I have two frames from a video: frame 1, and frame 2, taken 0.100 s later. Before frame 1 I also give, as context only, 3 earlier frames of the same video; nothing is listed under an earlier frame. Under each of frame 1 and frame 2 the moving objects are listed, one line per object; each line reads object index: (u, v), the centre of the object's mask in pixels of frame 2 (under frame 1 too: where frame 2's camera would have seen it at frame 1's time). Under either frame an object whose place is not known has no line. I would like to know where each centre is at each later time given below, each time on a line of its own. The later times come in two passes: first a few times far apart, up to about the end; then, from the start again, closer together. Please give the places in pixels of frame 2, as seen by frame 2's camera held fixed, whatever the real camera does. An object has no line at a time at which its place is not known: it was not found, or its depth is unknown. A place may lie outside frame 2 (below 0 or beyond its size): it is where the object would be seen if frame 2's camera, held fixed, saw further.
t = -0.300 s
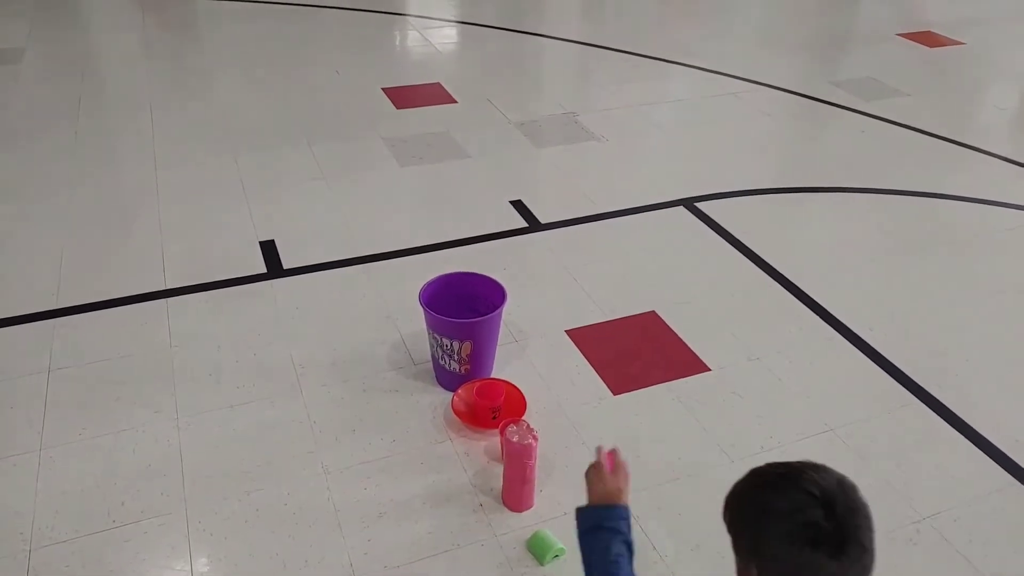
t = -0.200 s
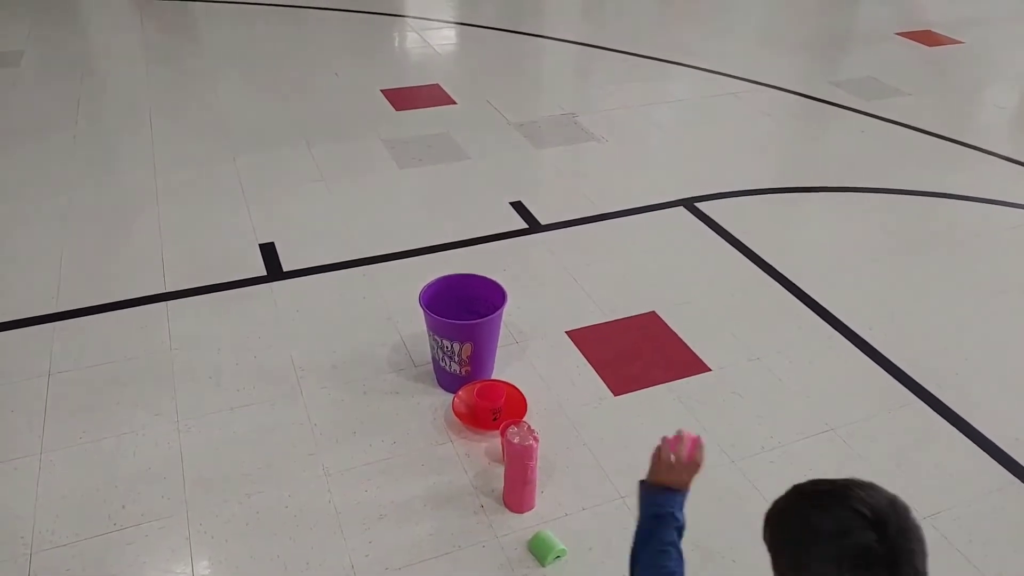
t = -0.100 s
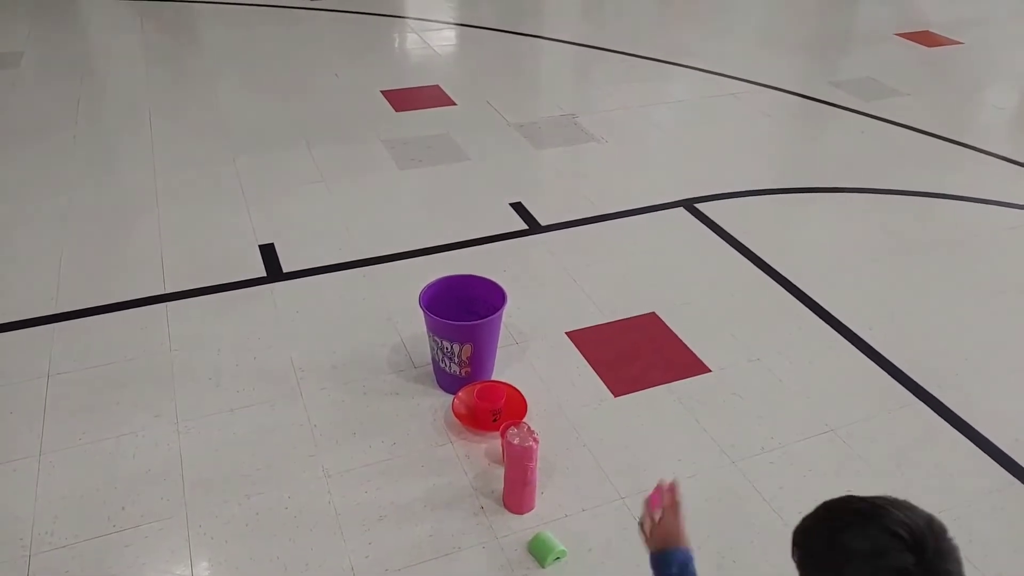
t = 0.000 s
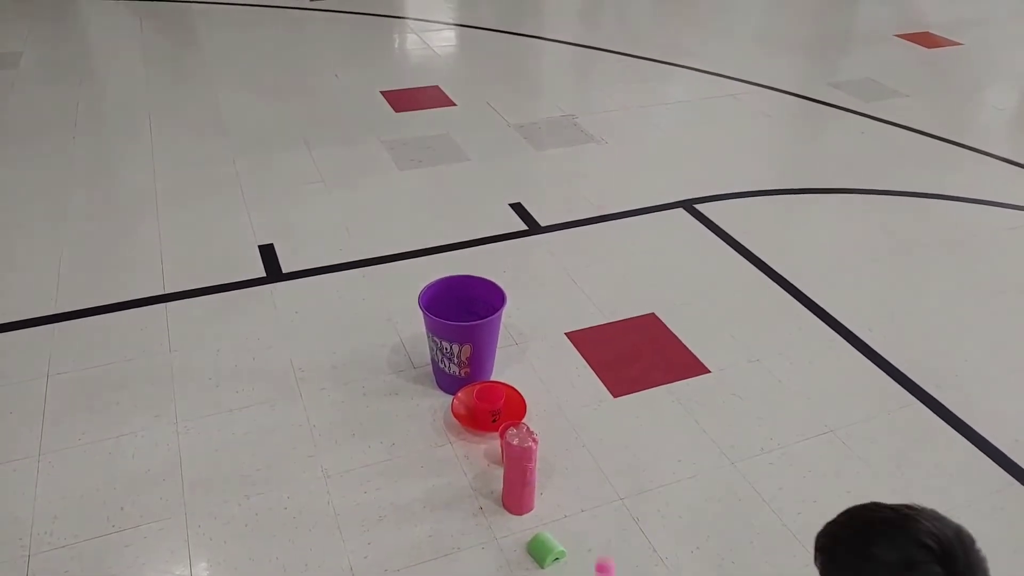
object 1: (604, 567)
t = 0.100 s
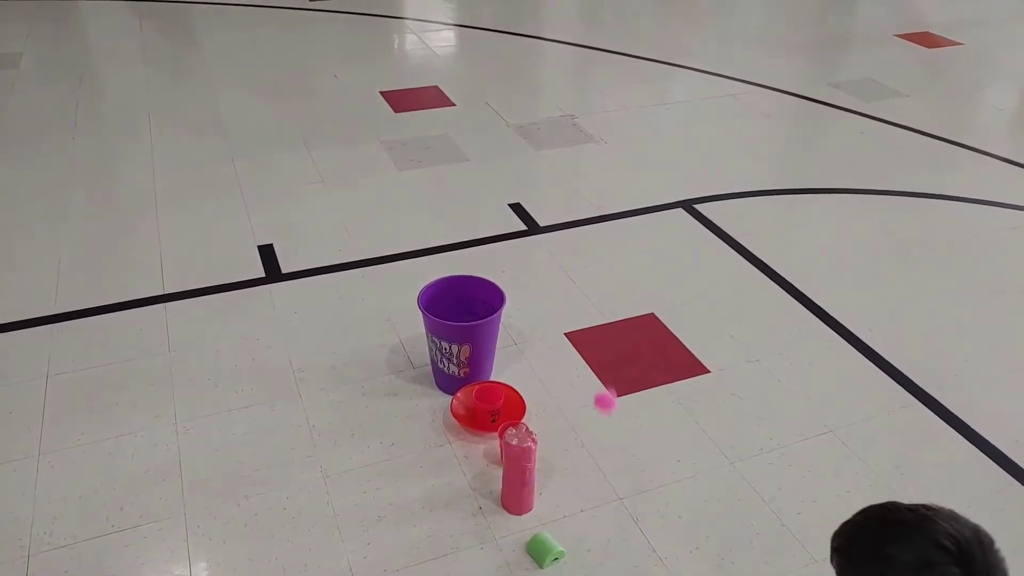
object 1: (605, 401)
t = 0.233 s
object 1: (600, 192)
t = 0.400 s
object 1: (582, 15)
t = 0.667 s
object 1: (527, 114)
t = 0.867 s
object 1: (495, 391)
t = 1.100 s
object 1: (471, 342)
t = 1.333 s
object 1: (442, 257)
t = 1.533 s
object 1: (423, 361)
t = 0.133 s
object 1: (604, 346)
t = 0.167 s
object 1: (603, 293)
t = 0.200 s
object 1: (601, 242)
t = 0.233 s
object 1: (600, 192)
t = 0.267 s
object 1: (598, 146)
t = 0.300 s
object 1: (595, 105)
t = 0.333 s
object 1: (592, 69)
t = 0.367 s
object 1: (587, 39)
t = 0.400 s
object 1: (582, 15)
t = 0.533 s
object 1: (555, 9)
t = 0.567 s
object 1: (549, 19)
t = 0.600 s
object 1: (541, 45)
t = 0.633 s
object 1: (534, 77)
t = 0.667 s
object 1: (527, 114)
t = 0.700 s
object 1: (521, 155)
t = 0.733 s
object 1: (515, 201)
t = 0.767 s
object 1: (509, 245)
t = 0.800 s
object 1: (504, 294)
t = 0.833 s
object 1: (500, 340)
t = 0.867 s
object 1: (495, 391)
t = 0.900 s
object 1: (492, 434)
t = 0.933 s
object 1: (489, 481)
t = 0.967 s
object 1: (486, 465)
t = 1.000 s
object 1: (483, 429)
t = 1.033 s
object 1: (479, 399)
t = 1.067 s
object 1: (475, 369)
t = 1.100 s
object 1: (471, 342)
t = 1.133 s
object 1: (467, 318)
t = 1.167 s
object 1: (463, 297)
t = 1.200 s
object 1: (459, 281)
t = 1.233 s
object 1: (454, 268)
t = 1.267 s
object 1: (450, 259)
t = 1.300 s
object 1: (446, 255)
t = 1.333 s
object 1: (442, 257)
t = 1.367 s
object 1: (438, 263)
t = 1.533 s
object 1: (423, 361)
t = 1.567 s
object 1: (420, 390)
